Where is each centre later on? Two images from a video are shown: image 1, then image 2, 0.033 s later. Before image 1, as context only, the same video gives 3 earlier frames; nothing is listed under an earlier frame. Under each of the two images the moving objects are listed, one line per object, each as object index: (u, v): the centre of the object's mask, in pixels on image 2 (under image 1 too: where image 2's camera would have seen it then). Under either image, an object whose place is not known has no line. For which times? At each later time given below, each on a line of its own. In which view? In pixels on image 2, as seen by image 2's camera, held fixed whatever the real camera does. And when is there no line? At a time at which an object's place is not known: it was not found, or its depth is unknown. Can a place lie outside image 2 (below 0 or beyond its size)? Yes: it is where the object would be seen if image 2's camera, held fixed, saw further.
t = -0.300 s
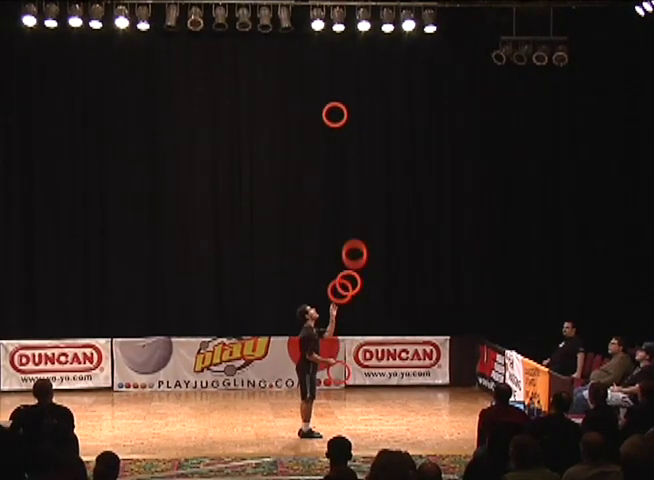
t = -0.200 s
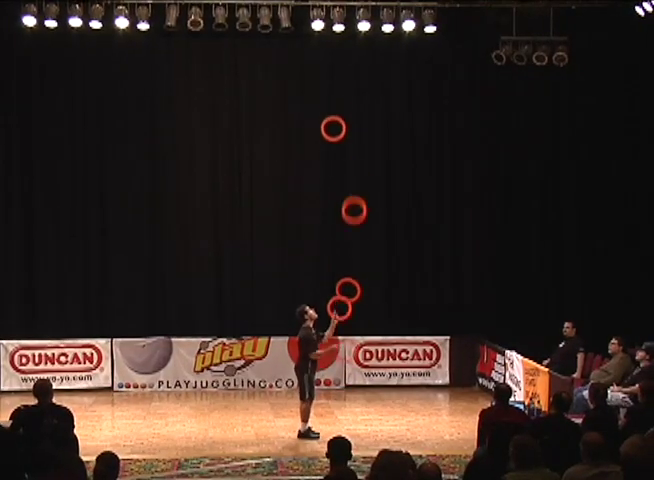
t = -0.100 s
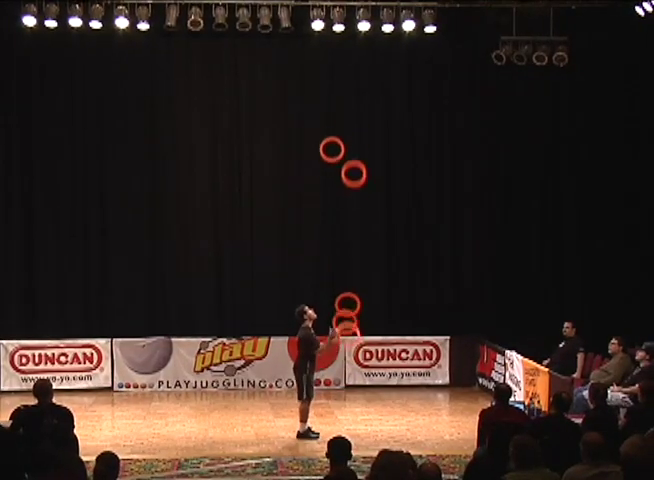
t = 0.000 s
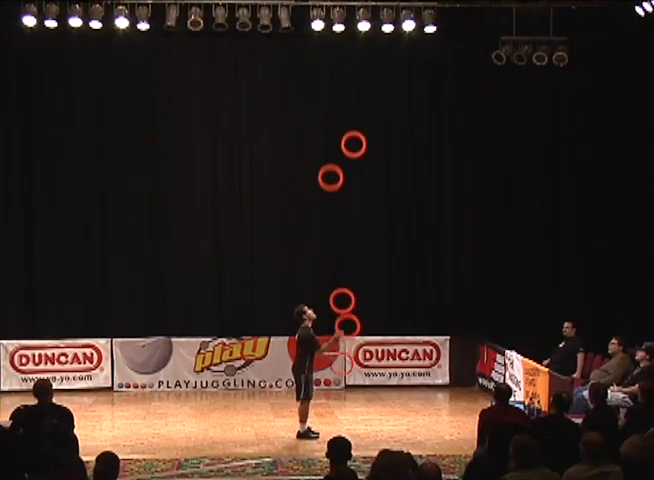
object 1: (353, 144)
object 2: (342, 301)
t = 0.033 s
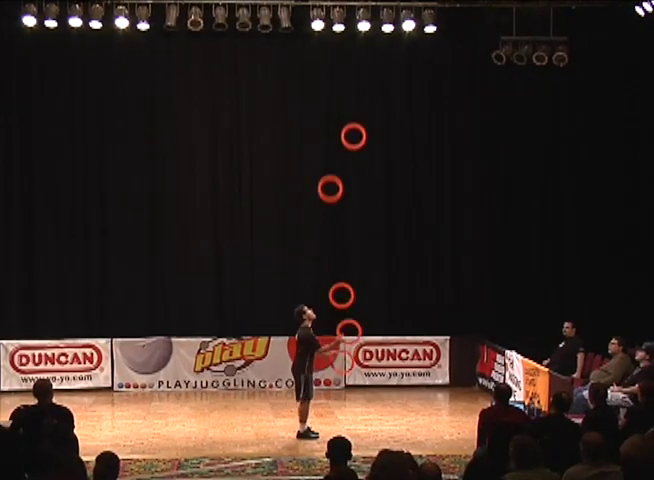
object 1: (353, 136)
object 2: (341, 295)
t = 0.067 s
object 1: (353, 129)
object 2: (340, 291)
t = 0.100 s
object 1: (353, 122)
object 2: (339, 287)
